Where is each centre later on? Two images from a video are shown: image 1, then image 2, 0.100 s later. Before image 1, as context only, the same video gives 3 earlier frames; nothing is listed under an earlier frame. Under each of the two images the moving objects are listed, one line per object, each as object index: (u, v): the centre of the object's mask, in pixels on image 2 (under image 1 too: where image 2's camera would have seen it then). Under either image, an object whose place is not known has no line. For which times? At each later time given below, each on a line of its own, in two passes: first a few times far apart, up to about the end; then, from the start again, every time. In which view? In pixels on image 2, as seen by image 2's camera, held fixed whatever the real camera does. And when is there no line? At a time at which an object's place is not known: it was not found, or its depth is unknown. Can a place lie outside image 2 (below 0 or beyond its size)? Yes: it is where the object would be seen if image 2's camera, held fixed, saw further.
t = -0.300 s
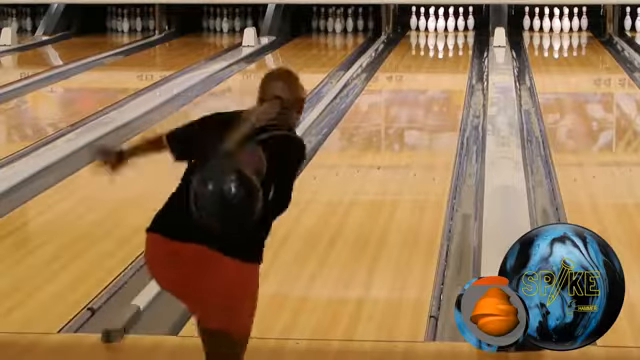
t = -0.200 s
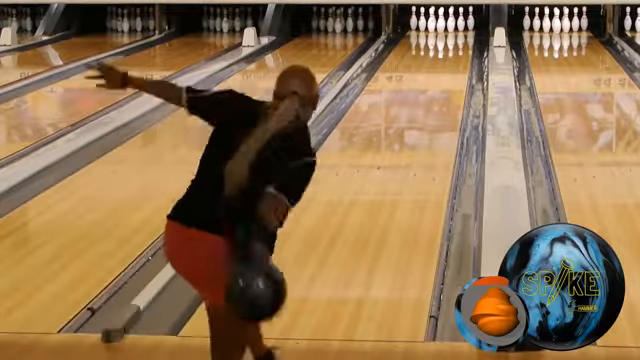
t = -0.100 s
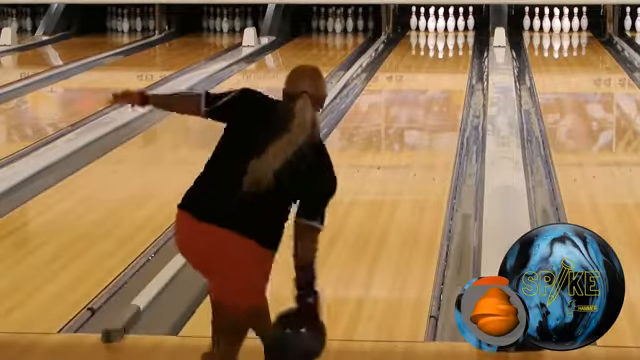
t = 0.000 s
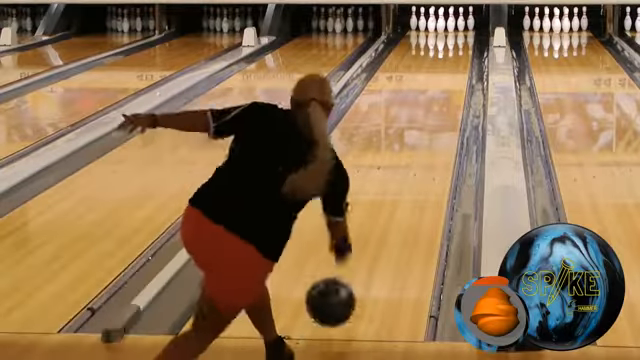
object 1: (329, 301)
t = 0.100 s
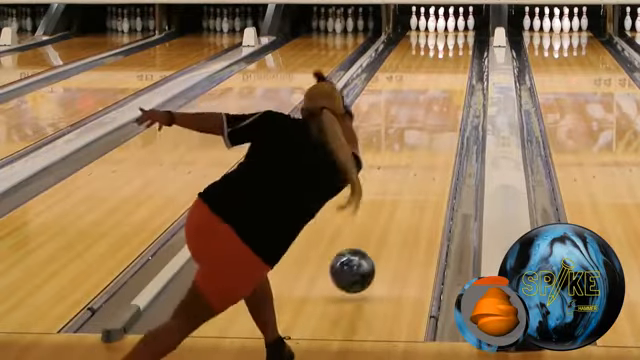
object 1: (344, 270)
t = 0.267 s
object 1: (371, 226)
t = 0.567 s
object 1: (412, 162)
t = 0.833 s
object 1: (430, 125)
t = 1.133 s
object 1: (444, 94)
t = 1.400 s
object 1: (451, 74)
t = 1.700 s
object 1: (456, 57)
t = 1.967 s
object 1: (456, 45)
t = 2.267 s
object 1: (452, 36)
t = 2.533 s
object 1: (445, 28)
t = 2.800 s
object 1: (445, 24)
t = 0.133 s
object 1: (348, 265)
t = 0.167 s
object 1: (354, 253)
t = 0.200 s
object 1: (360, 243)
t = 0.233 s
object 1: (367, 235)
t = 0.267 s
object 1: (371, 226)
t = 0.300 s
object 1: (376, 217)
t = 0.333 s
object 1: (388, 208)
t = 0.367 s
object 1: (391, 201)
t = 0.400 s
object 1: (395, 193)
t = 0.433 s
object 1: (399, 187)
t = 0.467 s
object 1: (404, 180)
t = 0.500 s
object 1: (406, 174)
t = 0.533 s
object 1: (409, 168)
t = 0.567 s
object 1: (412, 162)
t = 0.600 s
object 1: (415, 157)
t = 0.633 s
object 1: (417, 152)
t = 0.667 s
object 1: (420, 147)
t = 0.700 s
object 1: (422, 142)
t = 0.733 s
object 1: (424, 138)
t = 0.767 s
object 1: (426, 133)
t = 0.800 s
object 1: (429, 129)
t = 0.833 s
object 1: (430, 125)
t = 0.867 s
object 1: (432, 121)
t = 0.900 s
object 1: (434, 117)
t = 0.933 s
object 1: (435, 114)
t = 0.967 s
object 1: (437, 110)
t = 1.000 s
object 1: (439, 107)
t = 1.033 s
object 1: (440, 104)
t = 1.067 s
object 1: (441, 101)
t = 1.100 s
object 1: (443, 97)
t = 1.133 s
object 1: (444, 94)
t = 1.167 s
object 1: (445, 92)
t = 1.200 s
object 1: (446, 89)
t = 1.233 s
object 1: (447, 86)
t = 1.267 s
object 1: (448, 83)
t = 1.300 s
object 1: (449, 81)
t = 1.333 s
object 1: (450, 79)
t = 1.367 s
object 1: (451, 76)
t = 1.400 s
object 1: (451, 74)
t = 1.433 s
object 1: (452, 72)
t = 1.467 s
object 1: (453, 70)
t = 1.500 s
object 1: (453, 68)
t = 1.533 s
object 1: (453, 65)
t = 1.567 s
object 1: (455, 63)
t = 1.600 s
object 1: (455, 62)
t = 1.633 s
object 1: (455, 61)
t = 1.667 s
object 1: (456, 58)
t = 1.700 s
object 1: (456, 57)
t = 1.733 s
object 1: (456, 55)
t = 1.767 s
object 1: (456, 53)
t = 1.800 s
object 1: (457, 51)
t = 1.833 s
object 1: (457, 50)
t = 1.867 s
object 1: (457, 48)
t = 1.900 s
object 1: (456, 48)
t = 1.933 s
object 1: (457, 46)
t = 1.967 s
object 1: (456, 45)
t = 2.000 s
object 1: (456, 44)
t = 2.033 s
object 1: (456, 42)
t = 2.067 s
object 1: (455, 42)
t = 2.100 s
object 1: (455, 41)
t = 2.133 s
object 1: (455, 40)
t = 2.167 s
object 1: (454, 38)
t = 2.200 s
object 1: (454, 37)
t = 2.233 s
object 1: (453, 37)
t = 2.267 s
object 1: (452, 36)
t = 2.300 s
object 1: (451, 35)
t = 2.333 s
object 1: (451, 34)
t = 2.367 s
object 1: (451, 33)
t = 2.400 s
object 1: (449, 32)
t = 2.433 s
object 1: (448, 31)
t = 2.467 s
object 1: (447, 30)
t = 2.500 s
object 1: (446, 29)
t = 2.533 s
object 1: (445, 28)
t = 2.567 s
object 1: (444, 27)
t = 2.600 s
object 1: (445, 27)
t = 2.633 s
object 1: (444, 26)
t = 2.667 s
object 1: (444, 26)
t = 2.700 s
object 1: (443, 25)
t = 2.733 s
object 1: (443, 25)
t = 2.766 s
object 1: (443, 23)
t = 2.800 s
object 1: (445, 24)
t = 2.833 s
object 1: (444, 24)
